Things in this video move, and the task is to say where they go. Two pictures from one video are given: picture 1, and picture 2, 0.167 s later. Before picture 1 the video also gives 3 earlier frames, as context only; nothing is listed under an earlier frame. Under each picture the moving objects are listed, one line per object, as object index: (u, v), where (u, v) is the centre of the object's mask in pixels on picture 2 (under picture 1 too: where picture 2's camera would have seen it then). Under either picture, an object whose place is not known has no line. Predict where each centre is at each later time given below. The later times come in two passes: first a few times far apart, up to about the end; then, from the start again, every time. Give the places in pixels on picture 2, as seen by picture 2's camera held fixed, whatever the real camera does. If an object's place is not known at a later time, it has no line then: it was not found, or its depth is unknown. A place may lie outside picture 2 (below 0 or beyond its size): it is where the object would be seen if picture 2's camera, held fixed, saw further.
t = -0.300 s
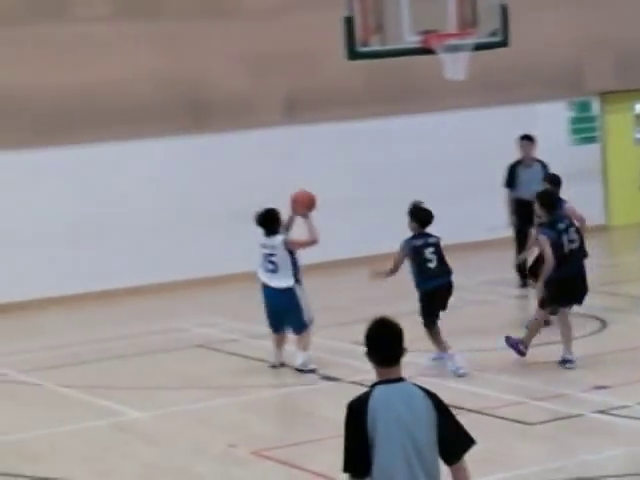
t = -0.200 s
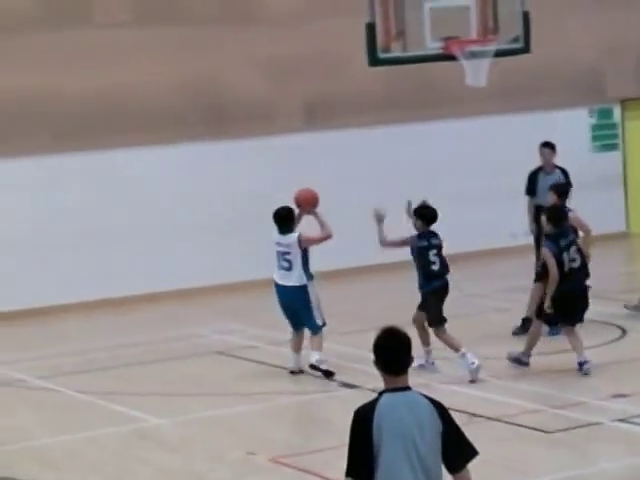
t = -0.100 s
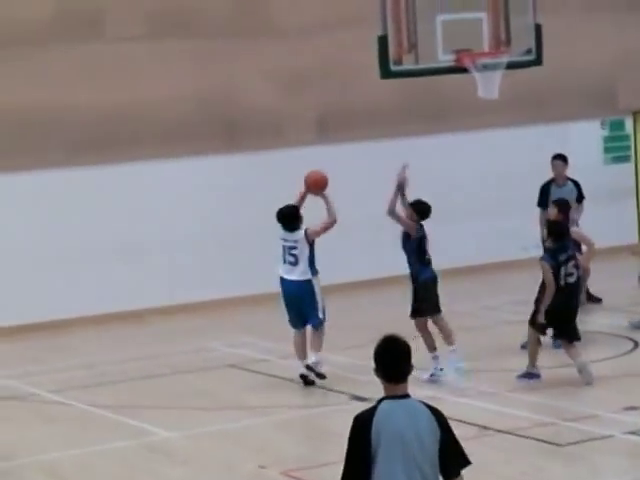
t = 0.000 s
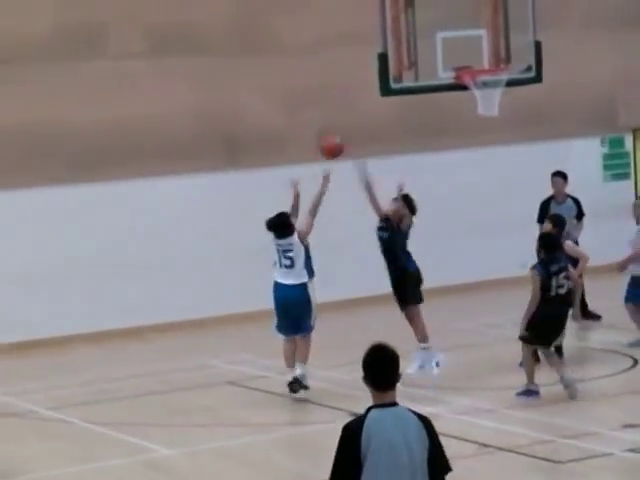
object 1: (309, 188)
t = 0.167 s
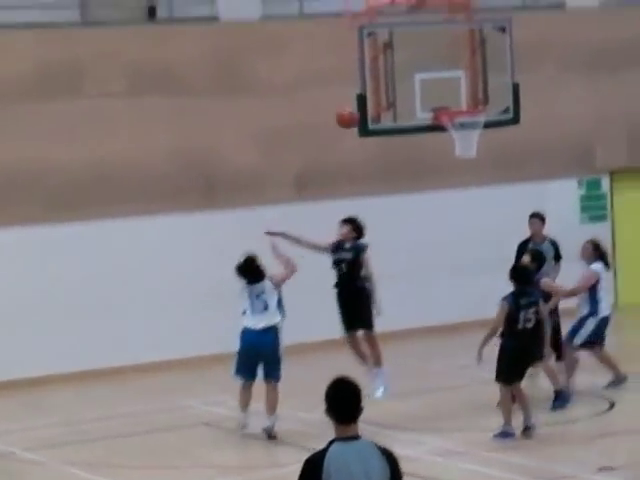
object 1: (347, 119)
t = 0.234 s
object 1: (363, 98)
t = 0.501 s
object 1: (422, 65)
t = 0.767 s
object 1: (483, 98)
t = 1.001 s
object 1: (487, 65)
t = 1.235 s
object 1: (492, 82)
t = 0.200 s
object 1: (355, 107)
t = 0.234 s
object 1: (363, 98)
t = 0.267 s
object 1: (368, 89)
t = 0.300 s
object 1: (376, 82)
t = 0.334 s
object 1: (386, 77)
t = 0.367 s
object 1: (392, 72)
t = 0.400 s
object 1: (399, 69)
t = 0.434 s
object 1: (408, 67)
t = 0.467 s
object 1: (415, 65)
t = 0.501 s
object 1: (422, 65)
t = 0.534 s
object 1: (430, 66)
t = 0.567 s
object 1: (438, 68)
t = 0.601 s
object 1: (446, 72)
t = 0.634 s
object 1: (454, 76)
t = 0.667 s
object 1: (462, 82)
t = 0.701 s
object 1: (469, 87)
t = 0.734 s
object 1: (479, 96)
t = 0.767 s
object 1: (483, 98)
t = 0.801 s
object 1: (484, 93)
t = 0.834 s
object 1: (484, 86)
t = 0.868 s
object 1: (484, 78)
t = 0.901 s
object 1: (485, 72)
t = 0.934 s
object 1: (486, 69)
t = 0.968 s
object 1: (487, 66)
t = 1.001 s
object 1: (487, 65)
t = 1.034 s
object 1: (487, 64)
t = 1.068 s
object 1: (487, 64)
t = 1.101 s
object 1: (488, 66)
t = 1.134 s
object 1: (489, 68)
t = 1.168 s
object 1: (490, 71)
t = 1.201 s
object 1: (492, 76)
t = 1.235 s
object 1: (492, 82)
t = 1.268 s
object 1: (494, 89)
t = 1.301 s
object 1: (495, 97)
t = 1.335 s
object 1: (497, 105)
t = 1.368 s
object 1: (503, 108)
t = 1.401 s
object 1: (511, 113)
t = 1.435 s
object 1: (515, 118)
